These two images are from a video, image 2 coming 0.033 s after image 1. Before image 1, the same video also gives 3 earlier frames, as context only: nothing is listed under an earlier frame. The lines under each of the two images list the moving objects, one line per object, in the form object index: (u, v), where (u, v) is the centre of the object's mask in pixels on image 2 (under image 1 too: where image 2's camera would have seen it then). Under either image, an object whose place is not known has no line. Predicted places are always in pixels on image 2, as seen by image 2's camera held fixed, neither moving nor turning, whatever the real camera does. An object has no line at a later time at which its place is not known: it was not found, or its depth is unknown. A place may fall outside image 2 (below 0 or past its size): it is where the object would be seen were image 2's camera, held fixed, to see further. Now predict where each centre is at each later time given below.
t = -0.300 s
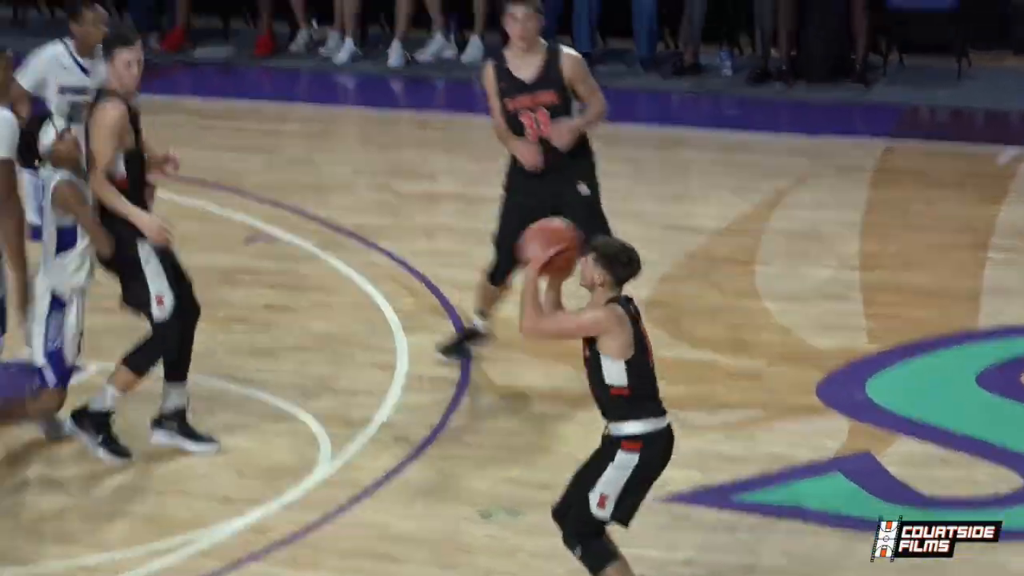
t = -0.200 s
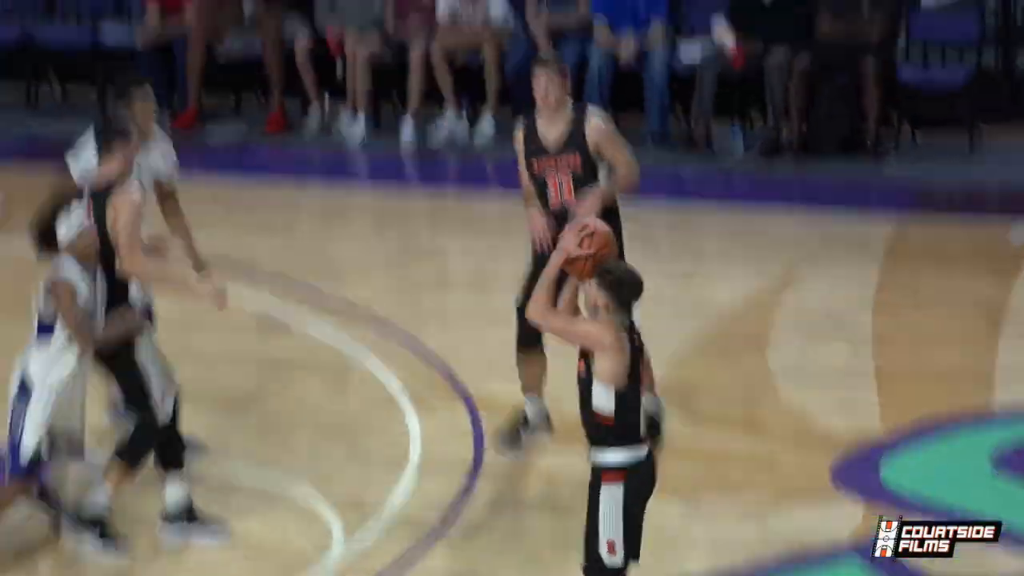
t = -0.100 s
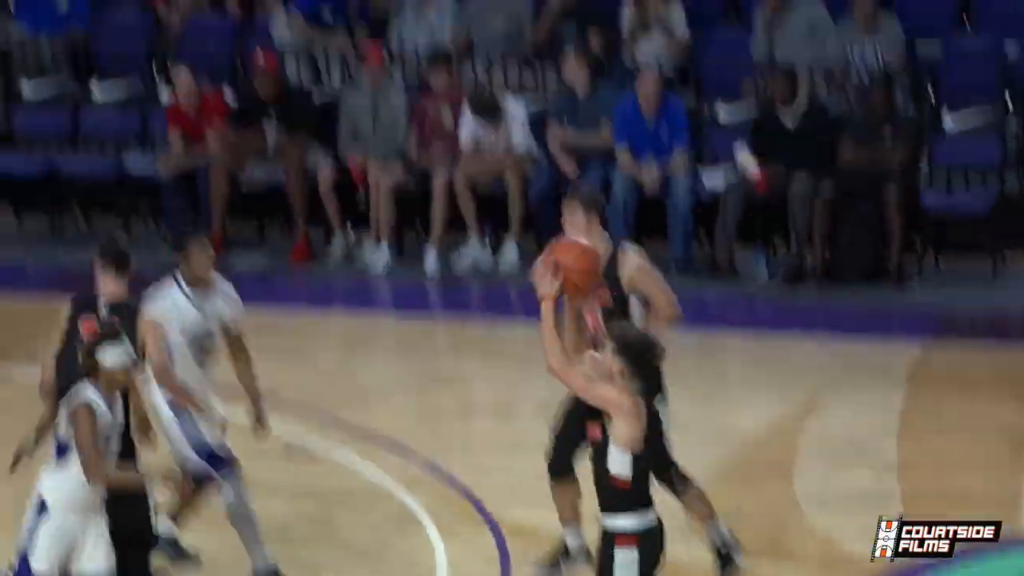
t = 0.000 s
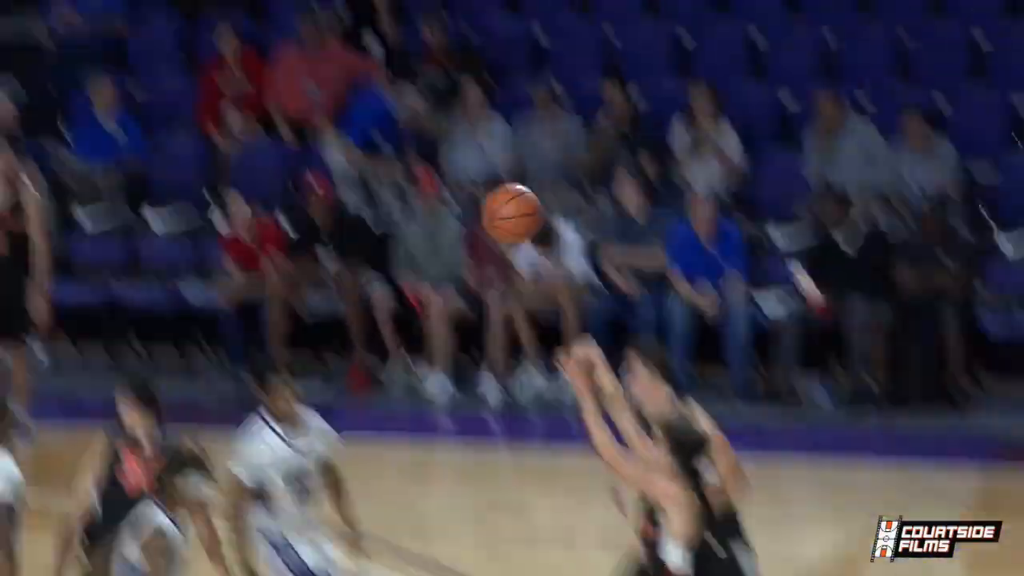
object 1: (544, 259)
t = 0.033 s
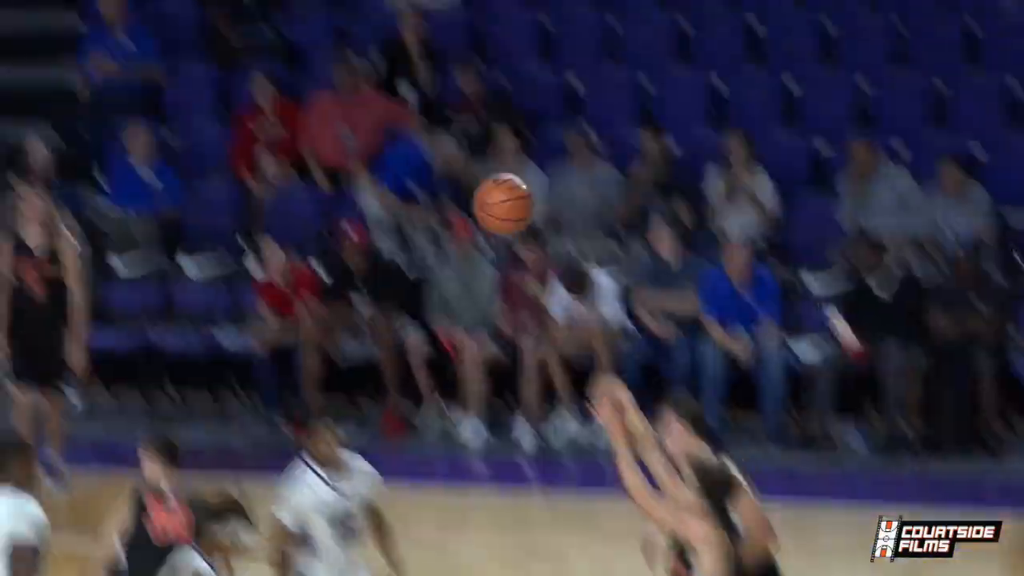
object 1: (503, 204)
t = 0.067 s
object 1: (462, 151)
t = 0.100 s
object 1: (422, 99)
